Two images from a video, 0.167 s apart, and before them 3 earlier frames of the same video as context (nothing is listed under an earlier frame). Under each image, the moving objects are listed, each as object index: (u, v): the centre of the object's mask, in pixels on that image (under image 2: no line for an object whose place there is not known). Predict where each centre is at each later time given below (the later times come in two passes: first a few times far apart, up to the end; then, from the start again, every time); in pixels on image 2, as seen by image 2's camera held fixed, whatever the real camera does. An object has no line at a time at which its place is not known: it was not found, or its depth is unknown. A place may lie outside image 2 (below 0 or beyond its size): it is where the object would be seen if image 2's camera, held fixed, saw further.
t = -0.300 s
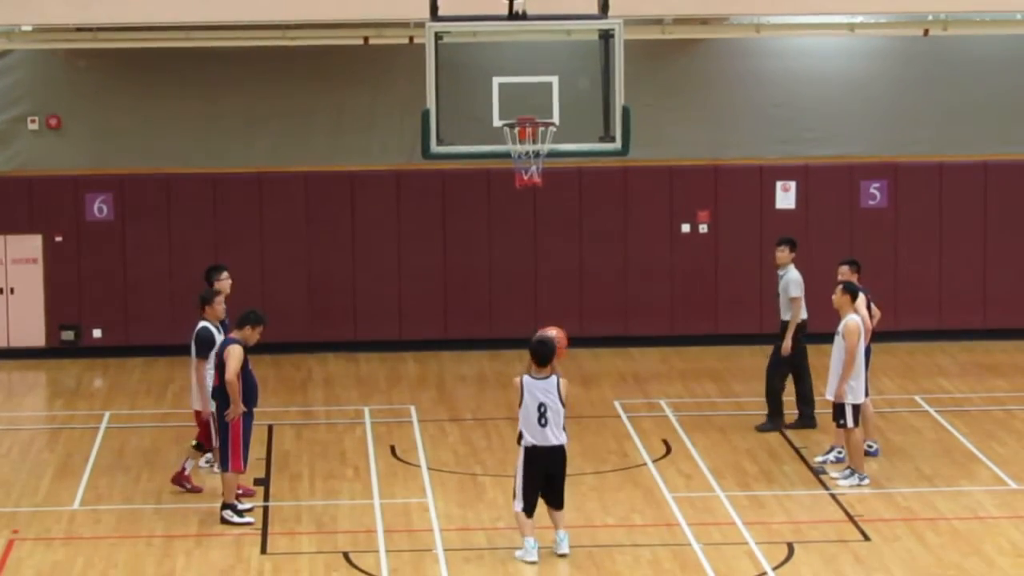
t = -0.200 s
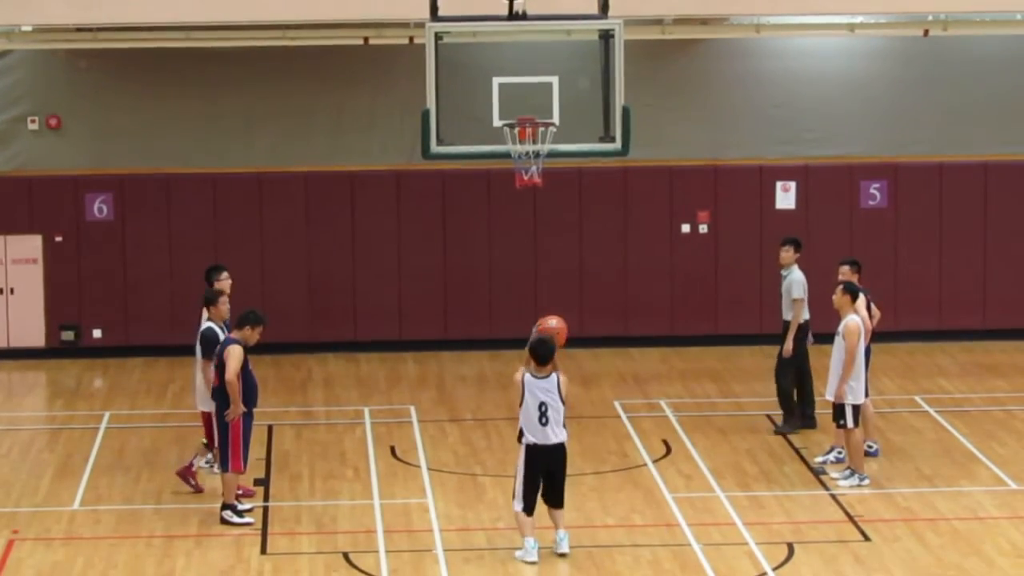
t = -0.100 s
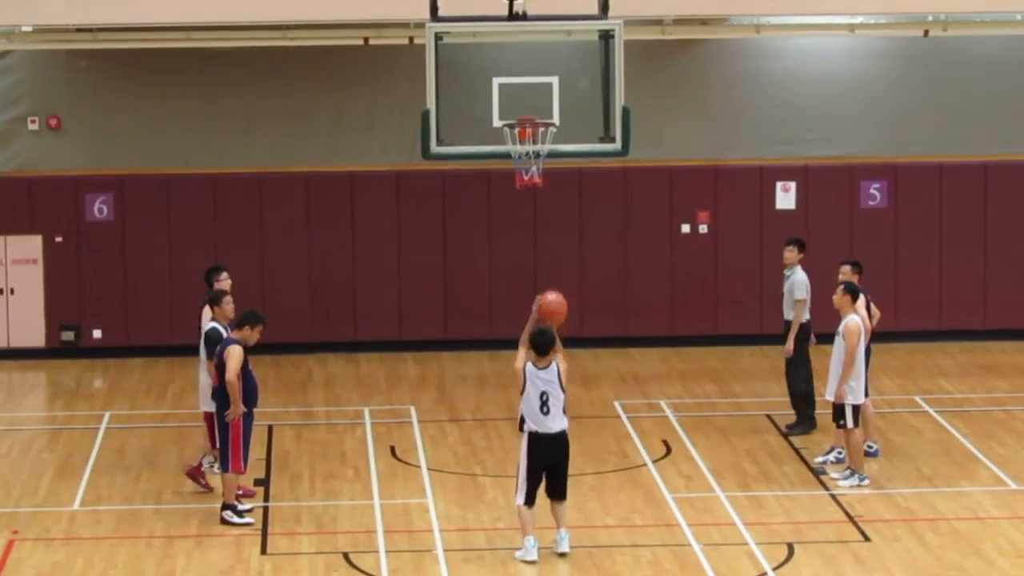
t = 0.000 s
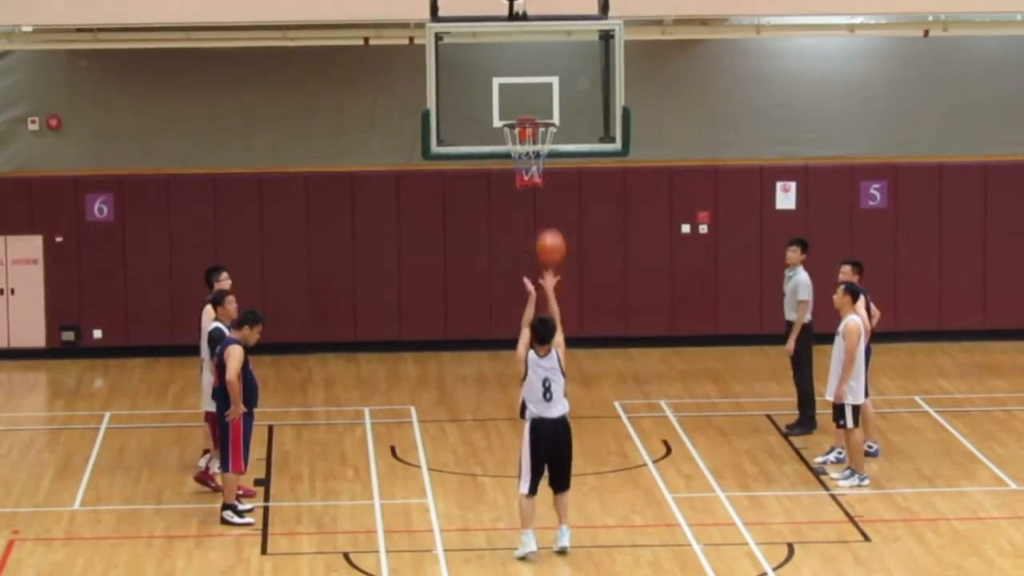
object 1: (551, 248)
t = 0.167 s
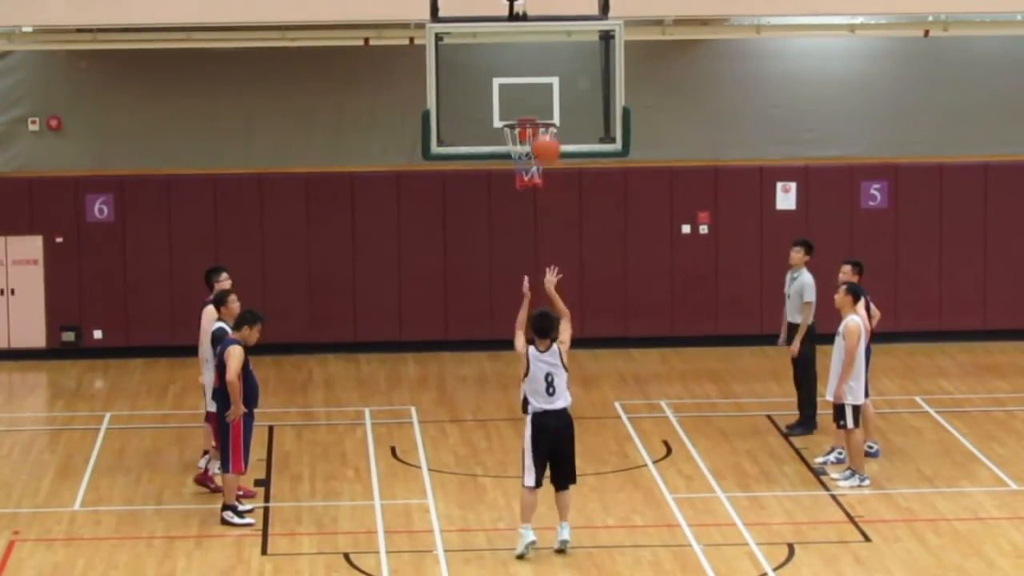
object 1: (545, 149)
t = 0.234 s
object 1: (543, 118)
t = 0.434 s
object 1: (539, 65)
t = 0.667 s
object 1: (535, 59)
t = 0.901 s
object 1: (534, 110)
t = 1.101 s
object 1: (538, 164)
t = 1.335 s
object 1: (562, 253)
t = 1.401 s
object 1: (569, 287)
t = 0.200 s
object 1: (544, 132)
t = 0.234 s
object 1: (543, 118)
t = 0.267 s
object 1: (542, 106)
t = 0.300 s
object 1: (541, 97)
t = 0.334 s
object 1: (541, 86)
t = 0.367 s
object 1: (540, 78)
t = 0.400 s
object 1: (540, 70)
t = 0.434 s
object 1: (539, 65)
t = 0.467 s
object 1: (539, 61)
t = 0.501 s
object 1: (538, 58)
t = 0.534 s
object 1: (537, 57)
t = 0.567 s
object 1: (537, 56)
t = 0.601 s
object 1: (537, 56)
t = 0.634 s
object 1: (536, 57)
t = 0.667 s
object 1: (535, 59)
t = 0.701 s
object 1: (535, 64)
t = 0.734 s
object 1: (534, 68)
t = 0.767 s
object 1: (534, 75)
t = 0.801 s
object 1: (534, 82)
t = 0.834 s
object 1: (534, 92)
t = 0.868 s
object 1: (534, 100)
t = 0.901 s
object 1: (534, 110)
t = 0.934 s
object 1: (532, 118)
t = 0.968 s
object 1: (527, 127)
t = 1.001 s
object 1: (523, 135)
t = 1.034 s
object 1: (528, 142)
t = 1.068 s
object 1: (533, 152)
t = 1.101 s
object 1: (538, 164)
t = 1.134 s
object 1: (542, 177)
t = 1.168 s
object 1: (545, 184)
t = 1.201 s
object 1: (547, 197)
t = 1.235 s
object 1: (551, 209)
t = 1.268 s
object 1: (554, 223)
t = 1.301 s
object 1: (558, 236)
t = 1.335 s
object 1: (562, 253)
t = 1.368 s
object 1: (565, 269)
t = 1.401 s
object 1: (569, 287)
